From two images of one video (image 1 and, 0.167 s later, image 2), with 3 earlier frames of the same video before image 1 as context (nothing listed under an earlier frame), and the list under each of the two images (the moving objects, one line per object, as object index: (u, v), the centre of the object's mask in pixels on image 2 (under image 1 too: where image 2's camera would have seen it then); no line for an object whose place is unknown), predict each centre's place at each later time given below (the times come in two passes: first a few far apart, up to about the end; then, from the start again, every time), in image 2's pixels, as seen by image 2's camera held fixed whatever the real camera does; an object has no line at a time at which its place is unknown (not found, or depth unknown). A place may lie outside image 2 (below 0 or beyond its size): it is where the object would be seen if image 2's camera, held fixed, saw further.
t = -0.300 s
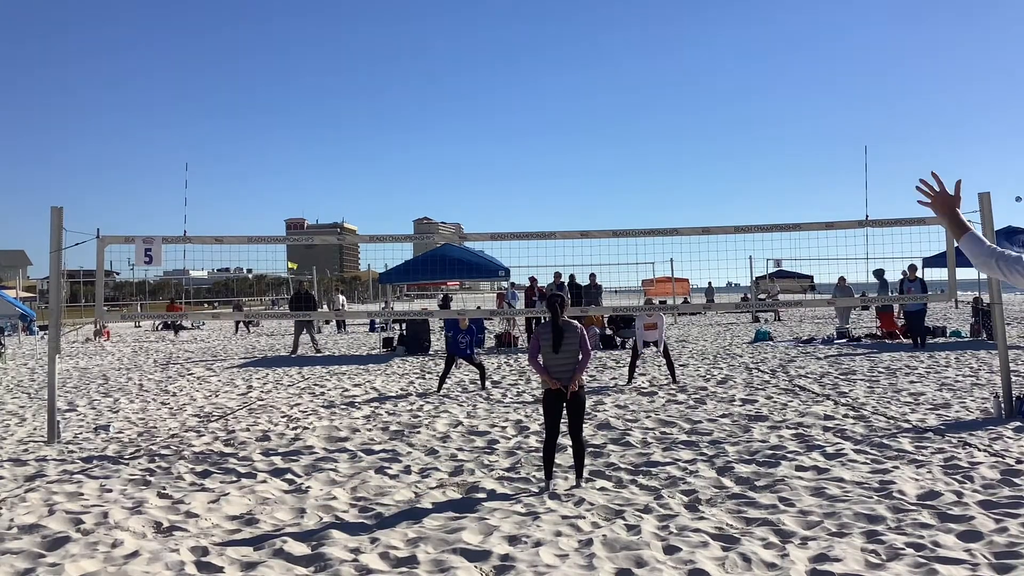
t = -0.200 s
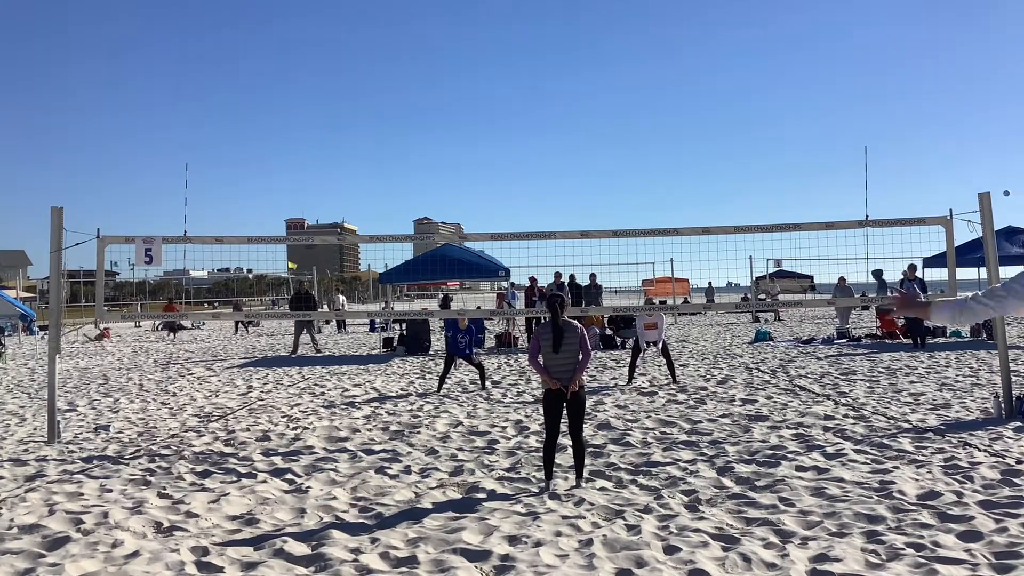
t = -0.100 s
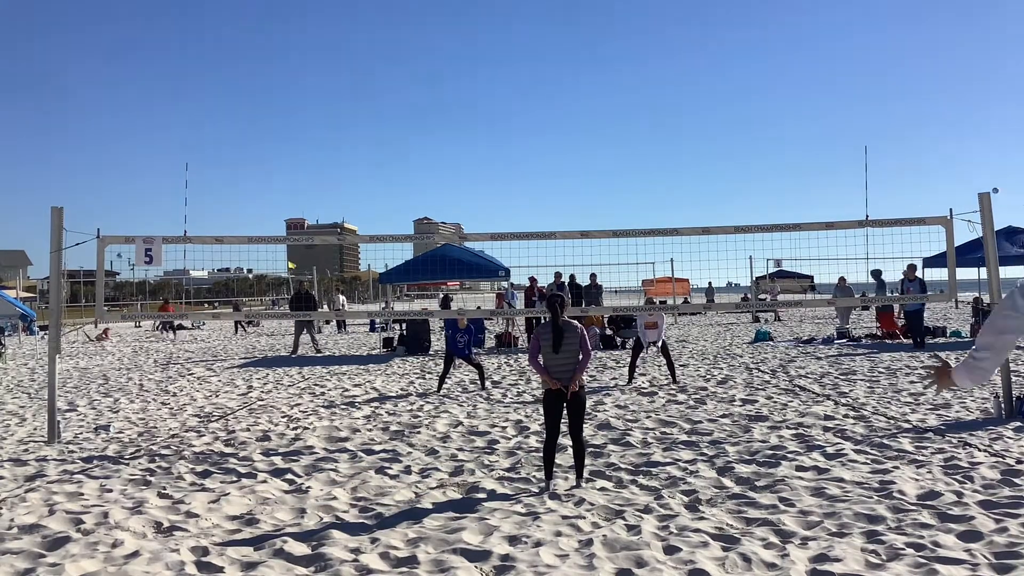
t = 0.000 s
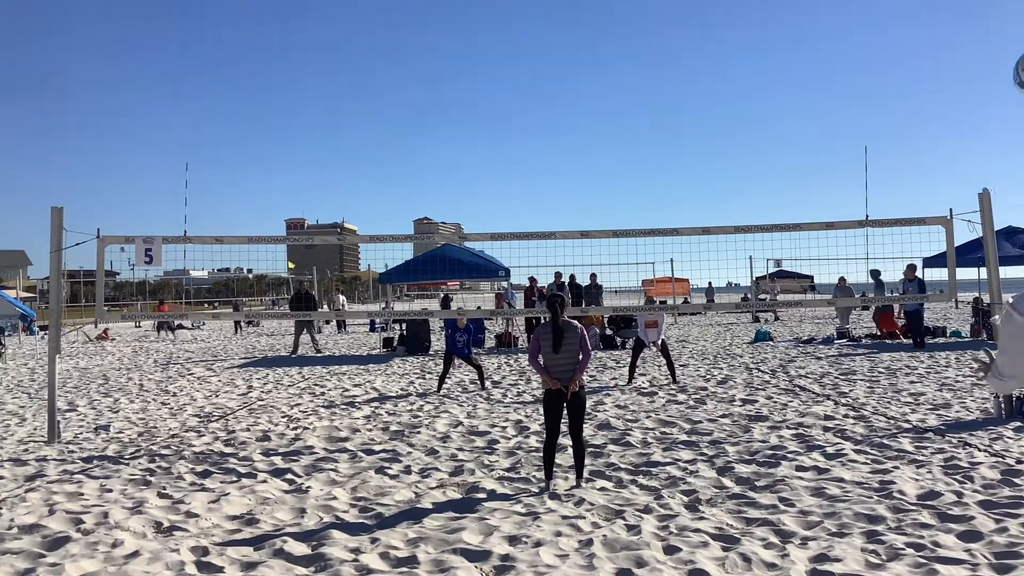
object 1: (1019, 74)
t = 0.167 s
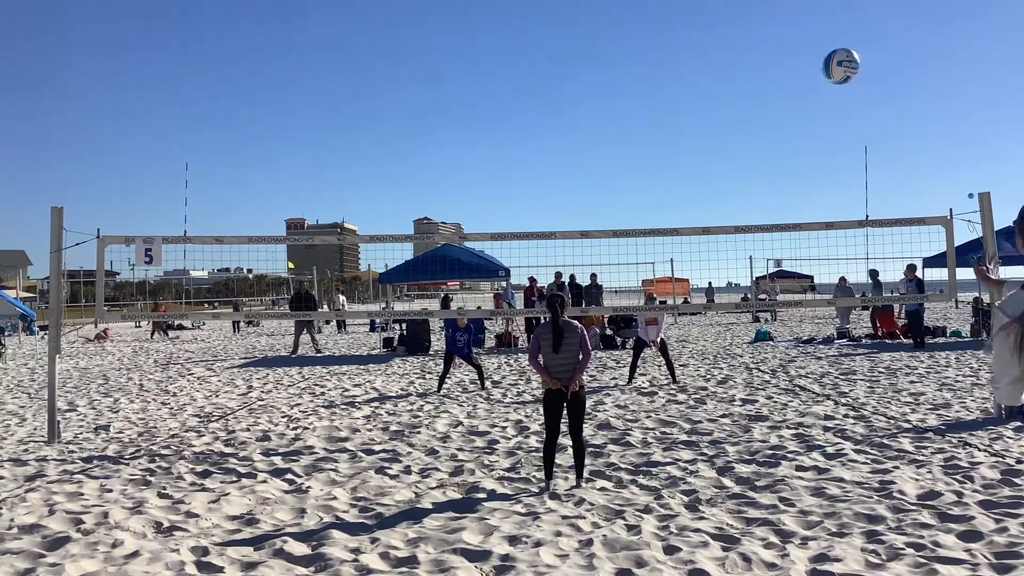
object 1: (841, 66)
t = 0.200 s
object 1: (816, 70)
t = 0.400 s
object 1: (711, 114)
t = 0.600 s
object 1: (650, 177)
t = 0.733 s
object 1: (626, 222)
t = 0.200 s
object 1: (816, 70)
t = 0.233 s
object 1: (794, 76)
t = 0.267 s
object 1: (773, 82)
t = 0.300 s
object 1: (755, 89)
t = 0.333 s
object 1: (739, 96)
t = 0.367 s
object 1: (724, 105)
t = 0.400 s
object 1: (711, 114)
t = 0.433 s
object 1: (698, 124)
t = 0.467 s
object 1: (686, 134)
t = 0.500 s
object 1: (676, 145)
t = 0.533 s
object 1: (667, 155)
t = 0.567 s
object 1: (658, 167)
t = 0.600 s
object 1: (650, 177)
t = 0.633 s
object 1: (643, 188)
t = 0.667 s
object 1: (637, 200)
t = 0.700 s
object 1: (631, 211)
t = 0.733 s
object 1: (626, 222)
